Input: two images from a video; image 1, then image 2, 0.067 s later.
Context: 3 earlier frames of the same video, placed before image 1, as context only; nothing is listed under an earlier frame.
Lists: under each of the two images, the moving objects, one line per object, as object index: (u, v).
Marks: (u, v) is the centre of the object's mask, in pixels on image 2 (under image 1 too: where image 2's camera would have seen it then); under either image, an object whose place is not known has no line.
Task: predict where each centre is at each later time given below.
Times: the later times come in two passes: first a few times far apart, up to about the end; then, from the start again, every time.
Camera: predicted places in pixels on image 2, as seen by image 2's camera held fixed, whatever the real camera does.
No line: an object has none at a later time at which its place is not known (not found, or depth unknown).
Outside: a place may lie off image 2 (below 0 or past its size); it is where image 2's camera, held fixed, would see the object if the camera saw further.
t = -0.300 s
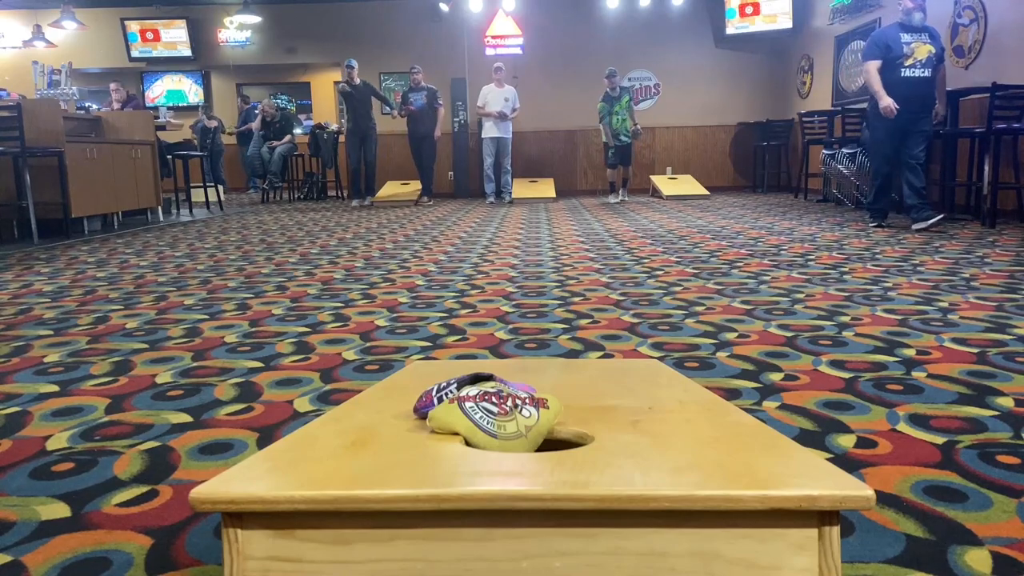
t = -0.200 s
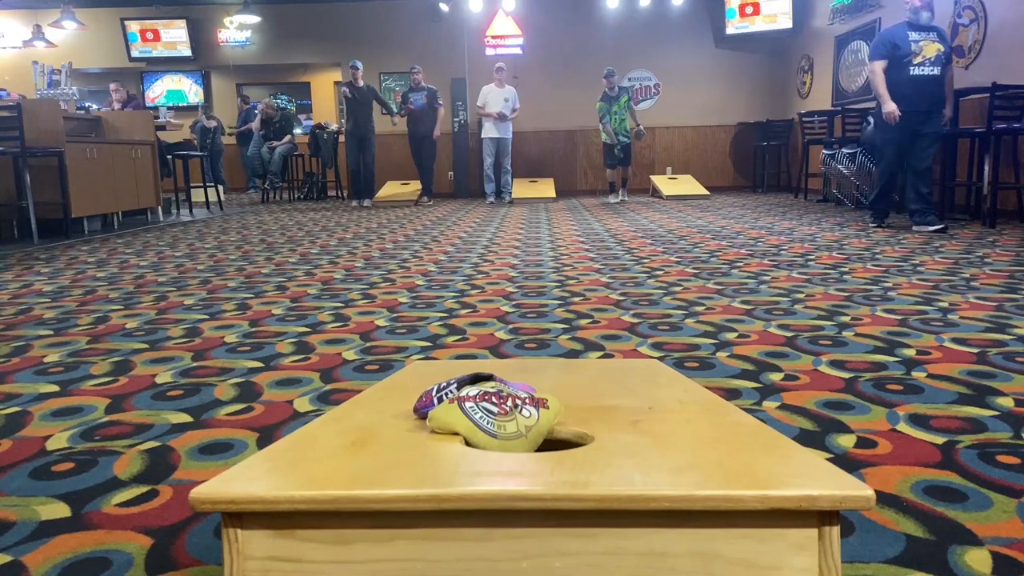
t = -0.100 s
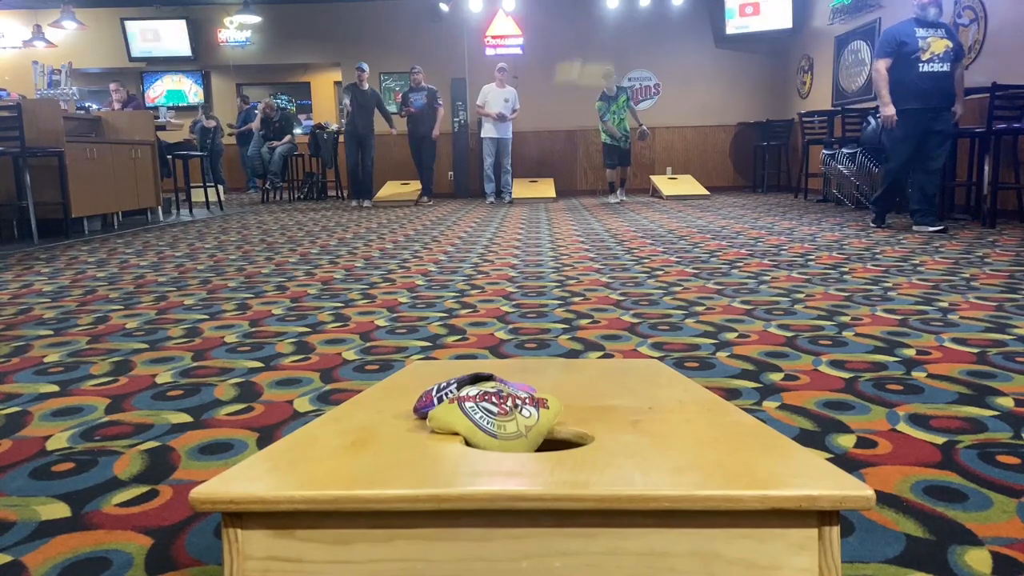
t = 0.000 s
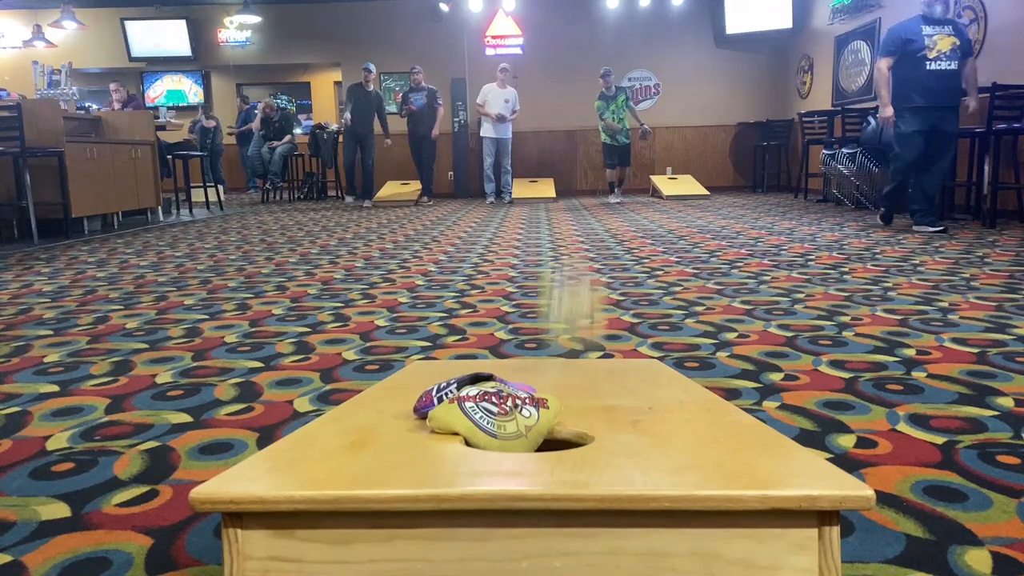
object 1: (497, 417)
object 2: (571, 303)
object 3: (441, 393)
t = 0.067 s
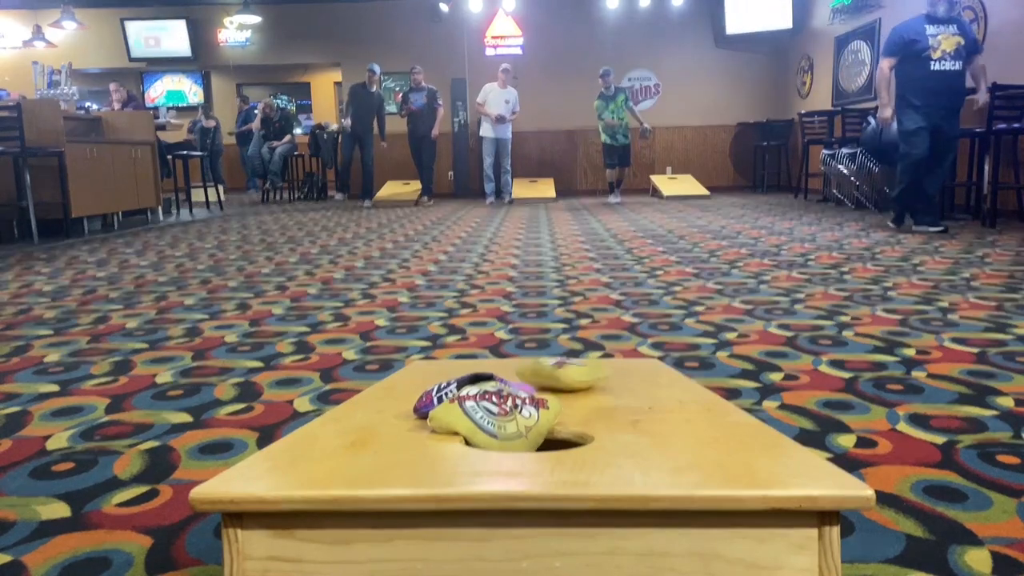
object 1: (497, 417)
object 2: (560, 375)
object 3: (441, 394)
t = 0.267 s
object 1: (475, 416)
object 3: (434, 396)
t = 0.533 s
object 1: (482, 417)
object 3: (436, 396)
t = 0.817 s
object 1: (488, 421)
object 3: (436, 396)
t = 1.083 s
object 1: (488, 421)
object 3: (437, 395)
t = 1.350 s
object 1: (488, 421)
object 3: (437, 396)
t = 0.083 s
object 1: (497, 417)
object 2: (560, 378)
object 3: (441, 395)
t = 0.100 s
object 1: (497, 417)
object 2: (563, 382)
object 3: (441, 394)
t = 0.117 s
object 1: (497, 417)
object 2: (564, 387)
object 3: (442, 394)
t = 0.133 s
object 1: (497, 417)
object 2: (569, 392)
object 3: (441, 394)
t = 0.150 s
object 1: (496, 416)
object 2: (566, 393)
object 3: (440, 394)
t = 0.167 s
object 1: (494, 416)
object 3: (441, 392)
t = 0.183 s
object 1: (490, 416)
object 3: (436, 394)
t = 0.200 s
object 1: (485, 417)
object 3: (436, 394)
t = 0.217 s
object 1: (479, 417)
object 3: (433, 395)
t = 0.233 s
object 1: (476, 417)
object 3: (435, 394)
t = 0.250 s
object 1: (474, 416)
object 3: (433, 395)
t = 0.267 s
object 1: (475, 416)
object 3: (434, 396)
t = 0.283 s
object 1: (485, 418)
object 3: (434, 396)
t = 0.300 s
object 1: (486, 420)
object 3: (435, 396)
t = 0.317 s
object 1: (487, 420)
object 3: (435, 396)
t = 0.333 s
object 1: (486, 420)
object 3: (435, 396)
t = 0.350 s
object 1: (485, 420)
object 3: (435, 396)
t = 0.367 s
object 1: (483, 419)
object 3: (435, 396)
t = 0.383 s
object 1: (482, 418)
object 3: (435, 396)
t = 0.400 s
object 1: (481, 418)
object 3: (435, 396)
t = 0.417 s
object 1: (481, 417)
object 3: (436, 396)
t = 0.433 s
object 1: (480, 417)
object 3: (436, 396)
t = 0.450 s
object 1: (480, 417)
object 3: (436, 396)
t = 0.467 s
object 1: (480, 417)
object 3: (436, 396)
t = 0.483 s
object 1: (480, 417)
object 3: (436, 396)
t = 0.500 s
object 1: (481, 417)
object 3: (436, 396)
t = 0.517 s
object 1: (481, 417)
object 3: (436, 396)
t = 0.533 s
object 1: (482, 417)
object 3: (436, 396)
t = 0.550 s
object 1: (482, 417)
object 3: (435, 396)
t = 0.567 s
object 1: (514, 425)
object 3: (436, 396)
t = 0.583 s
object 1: (512, 424)
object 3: (436, 396)
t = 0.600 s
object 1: (510, 424)
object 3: (436, 396)
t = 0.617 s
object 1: (508, 423)
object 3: (436, 396)
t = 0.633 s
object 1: (506, 423)
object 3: (436, 396)
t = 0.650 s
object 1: (502, 423)
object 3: (436, 396)
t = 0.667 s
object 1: (497, 423)
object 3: (436, 396)
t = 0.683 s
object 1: (492, 422)
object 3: (436, 396)
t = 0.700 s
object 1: (488, 421)
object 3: (436, 396)
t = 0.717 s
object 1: (488, 421)
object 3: (436, 396)
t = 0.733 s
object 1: (488, 421)
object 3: (436, 396)
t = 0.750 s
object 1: (488, 421)
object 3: (436, 396)
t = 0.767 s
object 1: (488, 421)
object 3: (436, 396)
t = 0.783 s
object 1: (488, 421)
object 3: (436, 396)
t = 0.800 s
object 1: (488, 421)
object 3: (436, 396)
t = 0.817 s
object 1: (488, 421)
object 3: (436, 396)
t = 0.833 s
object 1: (488, 421)
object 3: (436, 396)
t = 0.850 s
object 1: (488, 421)
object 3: (436, 396)
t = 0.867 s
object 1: (488, 421)
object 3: (436, 396)
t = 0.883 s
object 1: (488, 421)
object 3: (436, 396)
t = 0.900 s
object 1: (488, 421)
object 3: (437, 396)
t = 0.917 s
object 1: (488, 421)
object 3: (436, 396)
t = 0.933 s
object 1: (488, 421)
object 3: (436, 396)
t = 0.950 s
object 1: (488, 421)
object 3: (436, 396)
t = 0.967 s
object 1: (488, 421)
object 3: (436, 396)
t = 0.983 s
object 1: (488, 421)
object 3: (437, 395)
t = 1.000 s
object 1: (488, 421)
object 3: (437, 395)
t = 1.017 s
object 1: (488, 421)
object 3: (437, 395)
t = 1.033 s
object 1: (488, 421)
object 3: (437, 395)
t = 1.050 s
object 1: (488, 421)
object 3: (437, 395)
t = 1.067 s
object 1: (488, 421)
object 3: (437, 395)
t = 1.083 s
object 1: (488, 421)
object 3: (437, 395)
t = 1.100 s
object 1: (488, 421)
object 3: (437, 396)
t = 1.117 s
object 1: (488, 421)
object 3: (437, 396)
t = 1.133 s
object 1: (488, 421)
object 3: (437, 396)
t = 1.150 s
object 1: (488, 421)
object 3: (437, 396)
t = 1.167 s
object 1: (488, 421)
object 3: (437, 396)
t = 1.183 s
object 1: (488, 421)
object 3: (437, 396)
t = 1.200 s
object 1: (488, 421)
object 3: (437, 396)
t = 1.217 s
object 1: (488, 421)
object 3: (437, 396)
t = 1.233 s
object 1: (488, 421)
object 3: (437, 396)
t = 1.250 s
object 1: (488, 421)
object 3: (437, 396)
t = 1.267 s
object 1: (488, 421)
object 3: (437, 396)
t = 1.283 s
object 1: (488, 421)
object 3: (437, 395)
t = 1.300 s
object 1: (488, 421)
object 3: (437, 395)
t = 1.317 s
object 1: (488, 421)
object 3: (437, 395)
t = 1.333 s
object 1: (488, 421)
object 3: (437, 395)
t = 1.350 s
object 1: (488, 421)
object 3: (437, 396)
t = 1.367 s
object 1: (488, 421)
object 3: (437, 395)
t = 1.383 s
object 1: (488, 421)
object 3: (437, 396)
